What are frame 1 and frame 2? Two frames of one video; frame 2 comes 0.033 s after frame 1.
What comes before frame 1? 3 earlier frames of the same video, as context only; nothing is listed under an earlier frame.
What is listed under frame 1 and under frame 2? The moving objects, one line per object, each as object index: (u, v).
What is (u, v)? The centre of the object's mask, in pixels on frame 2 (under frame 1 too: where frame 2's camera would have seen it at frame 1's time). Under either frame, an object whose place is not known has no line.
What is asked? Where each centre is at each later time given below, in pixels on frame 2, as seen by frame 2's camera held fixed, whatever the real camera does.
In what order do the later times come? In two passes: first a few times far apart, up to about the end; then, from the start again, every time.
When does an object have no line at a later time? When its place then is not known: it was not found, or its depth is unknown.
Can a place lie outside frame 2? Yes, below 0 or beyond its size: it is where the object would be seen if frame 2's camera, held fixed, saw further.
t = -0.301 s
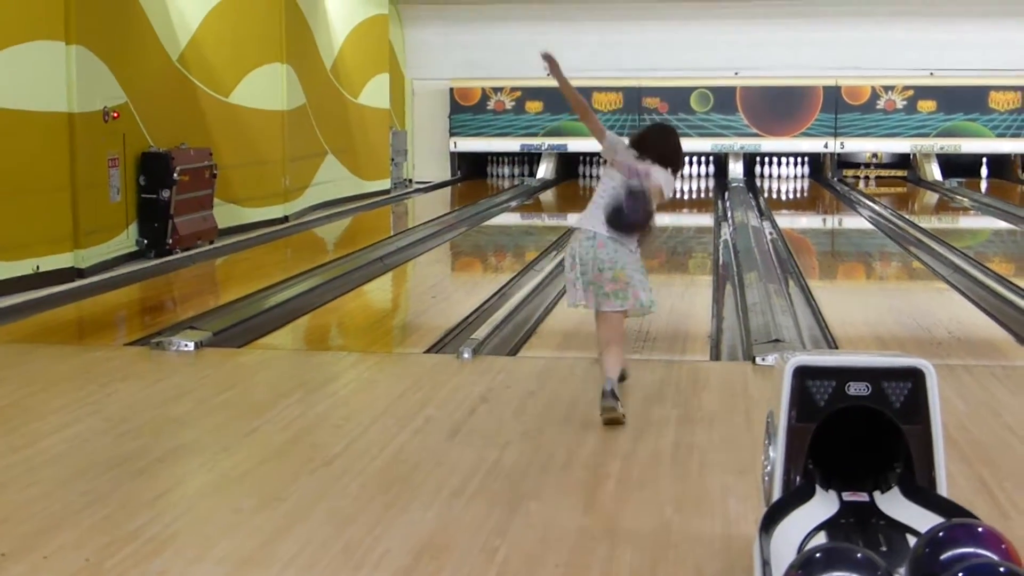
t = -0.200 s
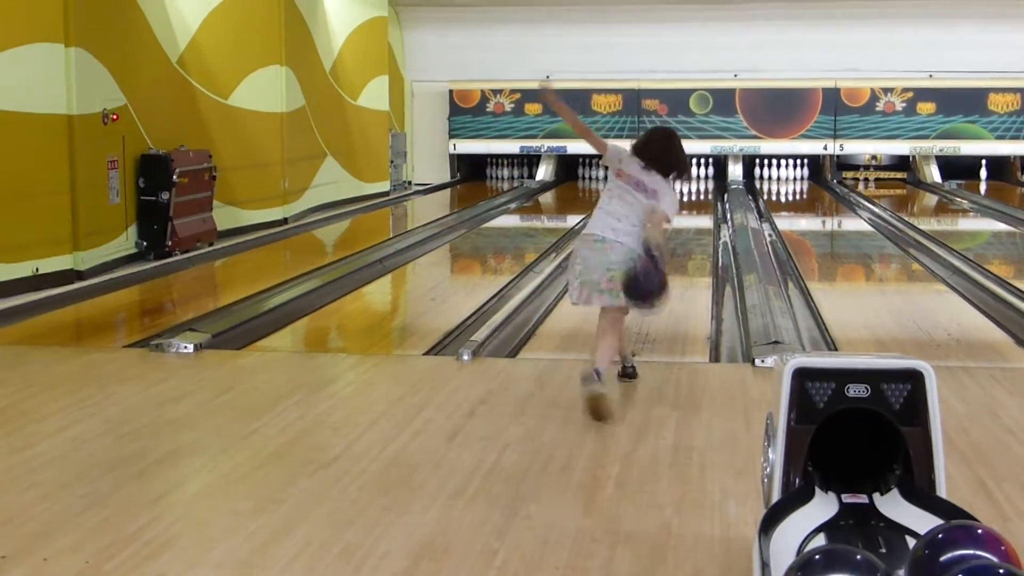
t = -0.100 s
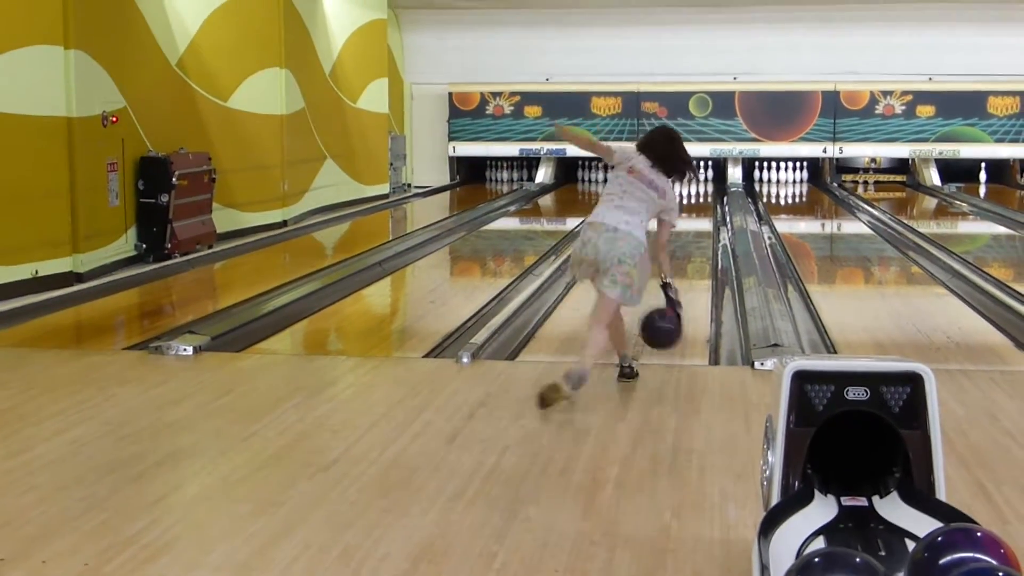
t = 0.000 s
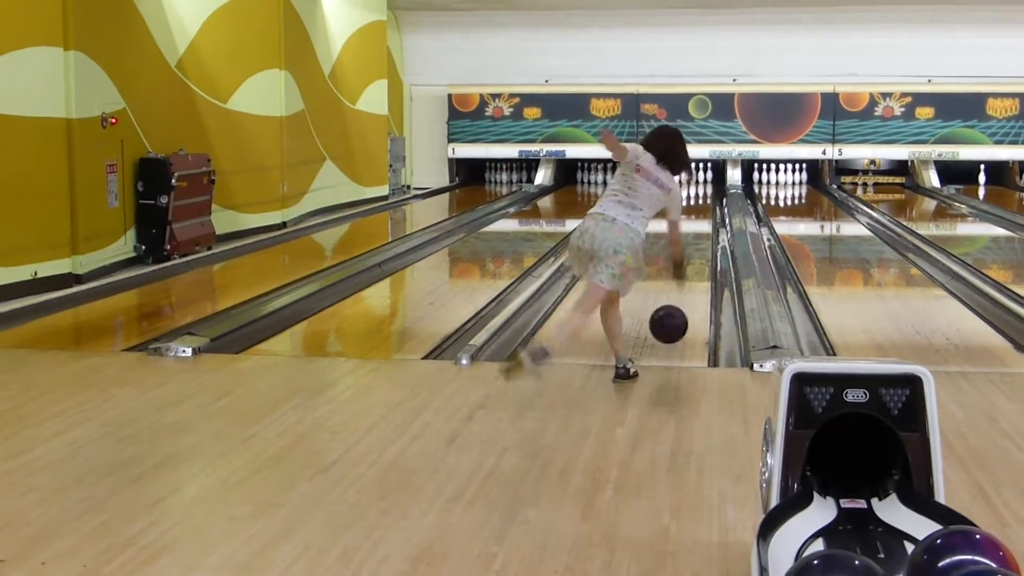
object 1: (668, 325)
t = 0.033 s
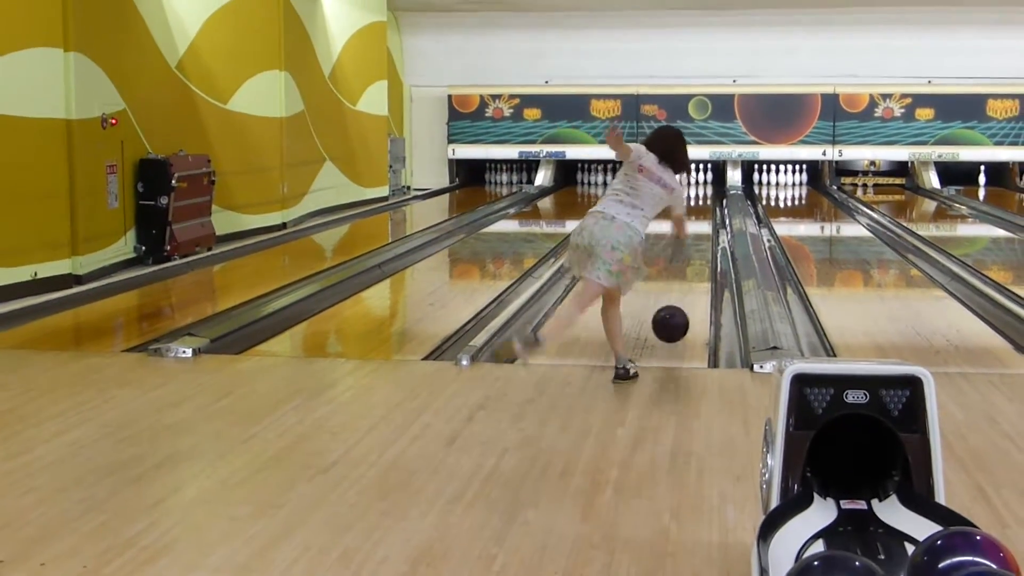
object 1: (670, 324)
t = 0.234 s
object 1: (678, 301)
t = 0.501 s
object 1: (685, 268)
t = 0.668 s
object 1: (688, 253)
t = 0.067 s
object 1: (672, 324)
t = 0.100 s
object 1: (673, 323)
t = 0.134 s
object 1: (675, 316)
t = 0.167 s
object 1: (676, 311)
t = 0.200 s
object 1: (677, 306)
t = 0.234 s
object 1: (678, 301)
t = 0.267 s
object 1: (680, 296)
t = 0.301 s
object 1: (680, 292)
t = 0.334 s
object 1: (681, 288)
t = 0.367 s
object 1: (682, 283)
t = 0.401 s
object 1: (683, 279)
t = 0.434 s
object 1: (684, 276)
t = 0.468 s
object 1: (685, 272)
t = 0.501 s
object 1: (685, 268)
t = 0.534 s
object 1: (686, 265)
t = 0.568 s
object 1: (686, 262)
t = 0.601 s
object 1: (687, 259)
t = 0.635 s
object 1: (688, 256)
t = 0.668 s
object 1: (688, 253)
